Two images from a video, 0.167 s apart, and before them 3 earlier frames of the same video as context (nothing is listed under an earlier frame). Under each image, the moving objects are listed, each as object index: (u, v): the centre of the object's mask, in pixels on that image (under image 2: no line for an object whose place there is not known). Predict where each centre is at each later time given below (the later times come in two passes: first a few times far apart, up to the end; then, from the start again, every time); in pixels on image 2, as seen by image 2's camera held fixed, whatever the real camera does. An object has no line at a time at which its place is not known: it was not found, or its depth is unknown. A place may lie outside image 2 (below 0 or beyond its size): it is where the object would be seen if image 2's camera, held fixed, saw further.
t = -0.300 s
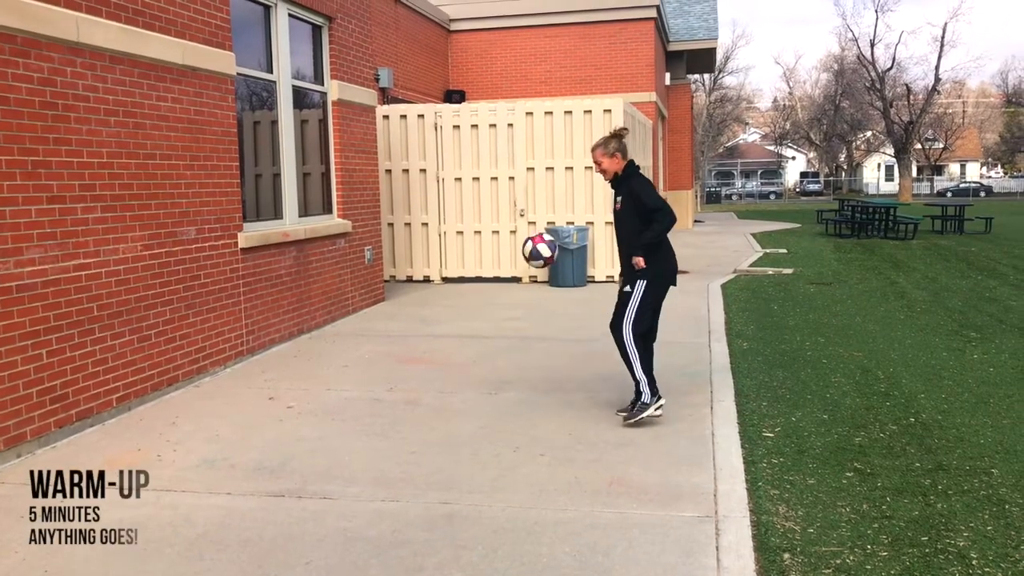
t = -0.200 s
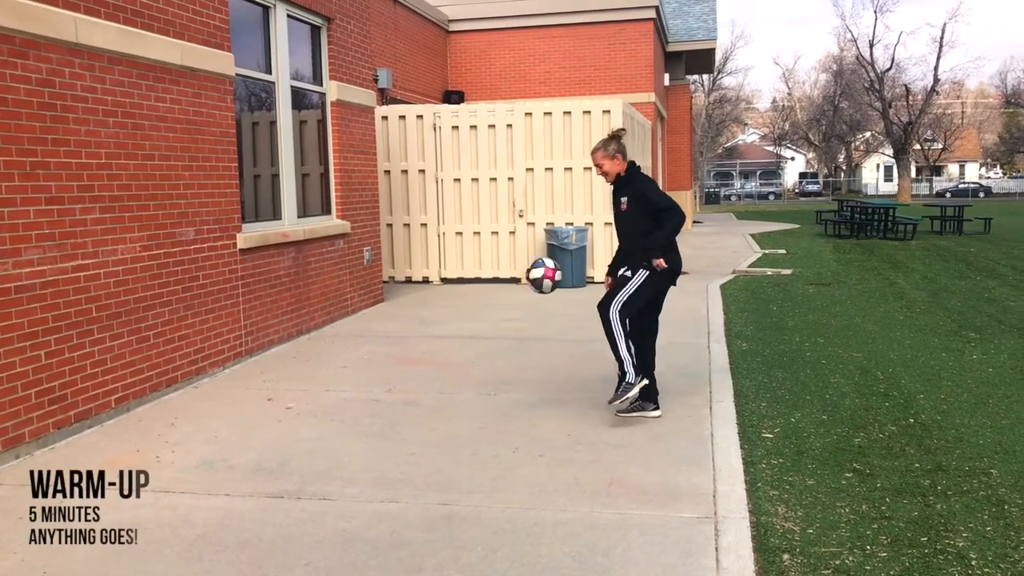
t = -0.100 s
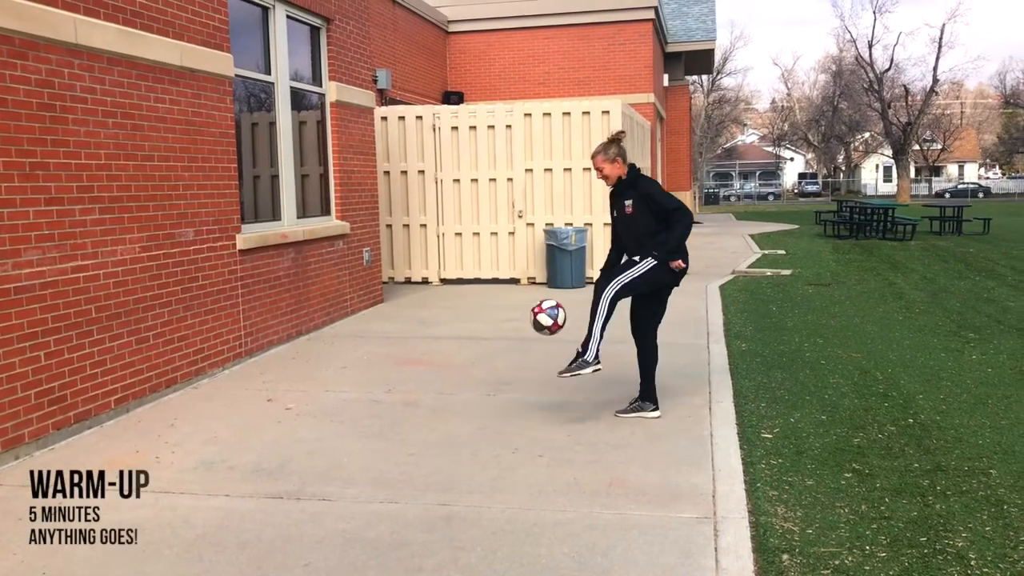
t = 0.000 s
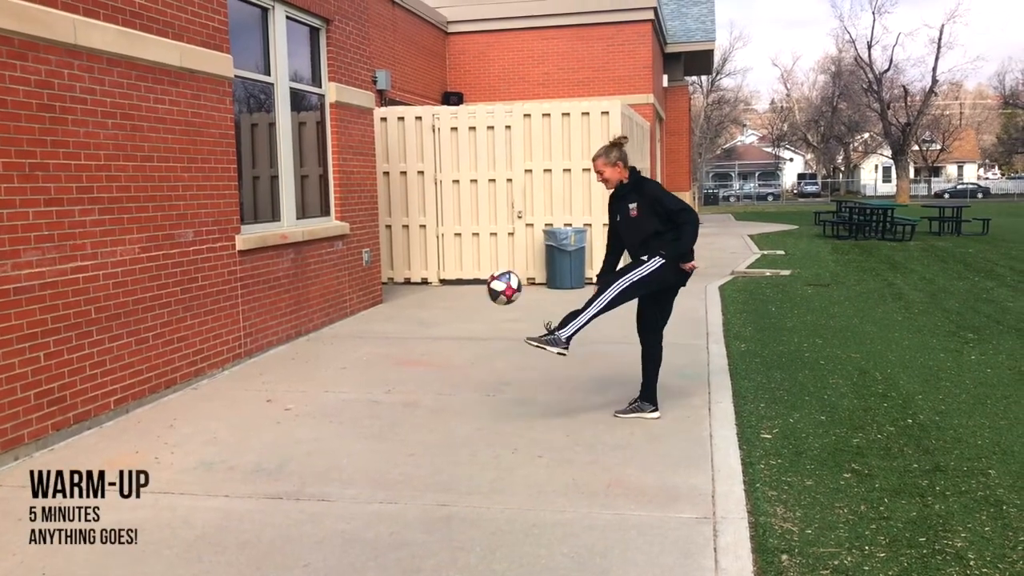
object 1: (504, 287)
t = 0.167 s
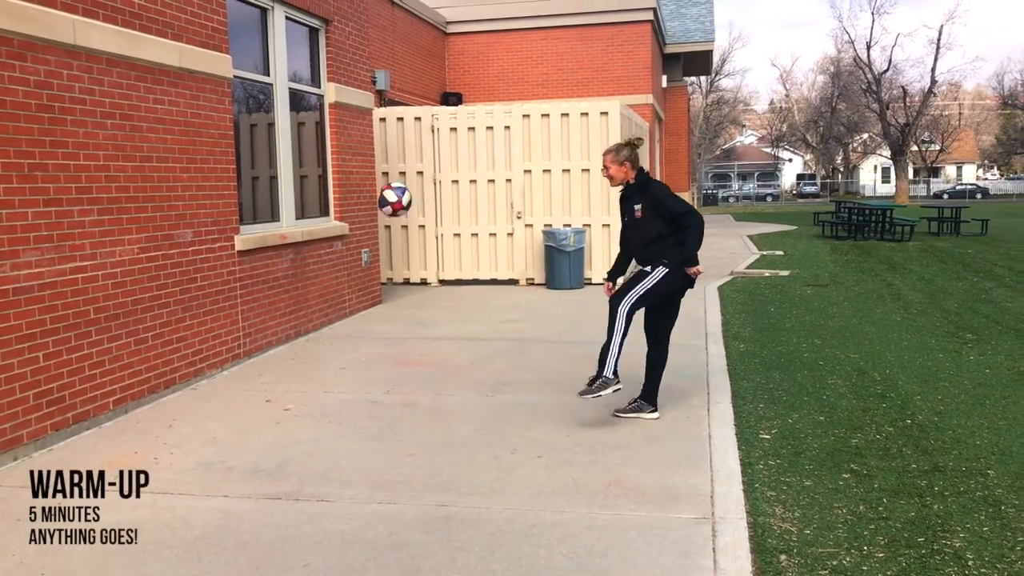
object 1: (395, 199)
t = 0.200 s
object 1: (374, 188)
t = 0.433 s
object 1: (241, 157)
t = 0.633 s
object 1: (186, 187)
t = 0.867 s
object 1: (308, 248)
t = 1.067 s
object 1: (411, 363)
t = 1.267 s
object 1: (472, 296)
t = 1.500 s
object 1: (538, 234)
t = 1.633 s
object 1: (578, 234)
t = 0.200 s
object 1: (374, 188)
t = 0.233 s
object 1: (353, 178)
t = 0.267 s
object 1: (333, 169)
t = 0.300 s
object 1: (314, 163)
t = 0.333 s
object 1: (294, 159)
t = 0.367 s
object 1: (277, 157)
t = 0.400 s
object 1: (259, 157)
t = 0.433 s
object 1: (241, 157)
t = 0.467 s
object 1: (223, 160)
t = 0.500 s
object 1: (207, 165)
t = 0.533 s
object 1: (191, 171)
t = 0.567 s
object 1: (174, 179)
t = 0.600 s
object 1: (169, 185)
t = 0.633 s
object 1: (186, 187)
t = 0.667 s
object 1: (203, 191)
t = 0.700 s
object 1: (221, 197)
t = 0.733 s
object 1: (238, 204)
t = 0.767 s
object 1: (255, 213)
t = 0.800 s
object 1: (273, 223)
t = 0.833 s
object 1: (291, 235)
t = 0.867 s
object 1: (308, 248)
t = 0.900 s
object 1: (326, 263)
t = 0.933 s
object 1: (343, 281)
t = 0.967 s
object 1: (360, 299)
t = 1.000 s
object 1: (377, 319)
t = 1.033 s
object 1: (394, 340)
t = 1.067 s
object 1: (411, 363)
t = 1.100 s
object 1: (427, 385)
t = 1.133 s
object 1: (436, 365)
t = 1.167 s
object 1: (445, 345)
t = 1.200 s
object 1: (454, 327)
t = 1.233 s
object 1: (462, 311)
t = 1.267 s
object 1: (472, 296)
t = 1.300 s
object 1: (481, 282)
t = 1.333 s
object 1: (491, 270)
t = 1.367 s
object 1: (500, 260)
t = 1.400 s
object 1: (509, 251)
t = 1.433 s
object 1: (518, 244)
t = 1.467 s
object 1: (528, 238)
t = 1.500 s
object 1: (538, 234)
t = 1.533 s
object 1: (548, 232)
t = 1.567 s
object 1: (558, 231)
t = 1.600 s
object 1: (568, 232)
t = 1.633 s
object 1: (578, 234)
